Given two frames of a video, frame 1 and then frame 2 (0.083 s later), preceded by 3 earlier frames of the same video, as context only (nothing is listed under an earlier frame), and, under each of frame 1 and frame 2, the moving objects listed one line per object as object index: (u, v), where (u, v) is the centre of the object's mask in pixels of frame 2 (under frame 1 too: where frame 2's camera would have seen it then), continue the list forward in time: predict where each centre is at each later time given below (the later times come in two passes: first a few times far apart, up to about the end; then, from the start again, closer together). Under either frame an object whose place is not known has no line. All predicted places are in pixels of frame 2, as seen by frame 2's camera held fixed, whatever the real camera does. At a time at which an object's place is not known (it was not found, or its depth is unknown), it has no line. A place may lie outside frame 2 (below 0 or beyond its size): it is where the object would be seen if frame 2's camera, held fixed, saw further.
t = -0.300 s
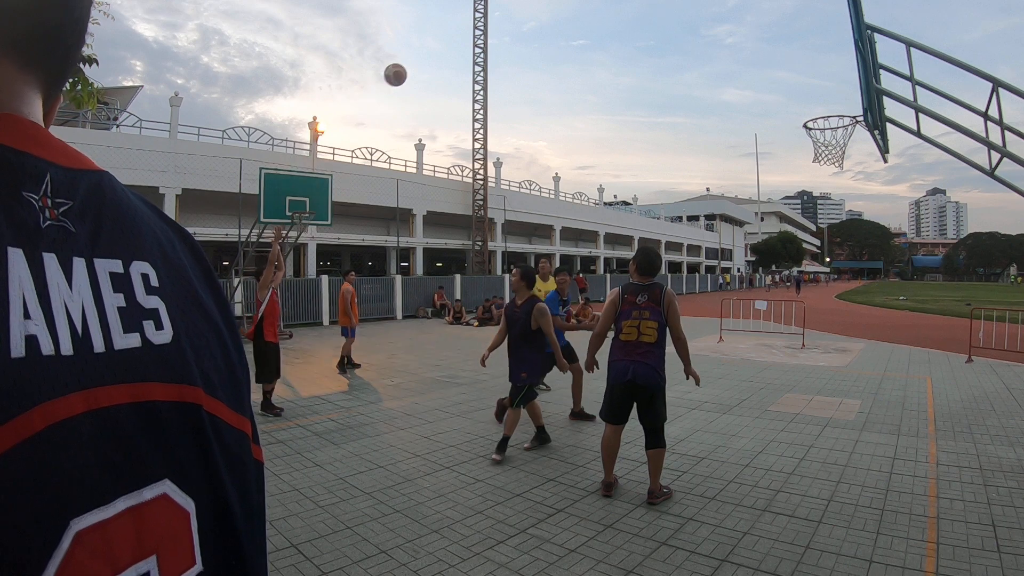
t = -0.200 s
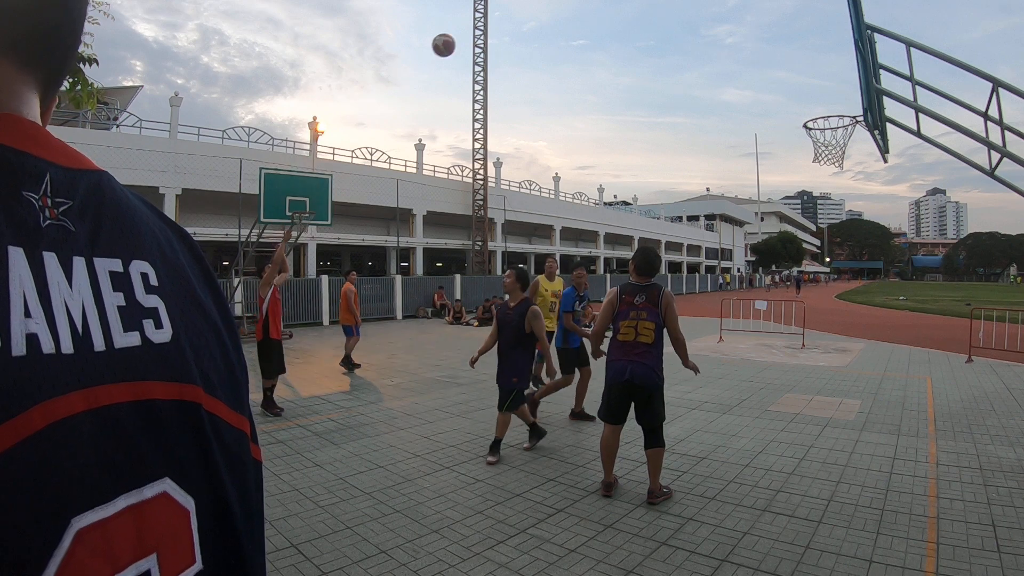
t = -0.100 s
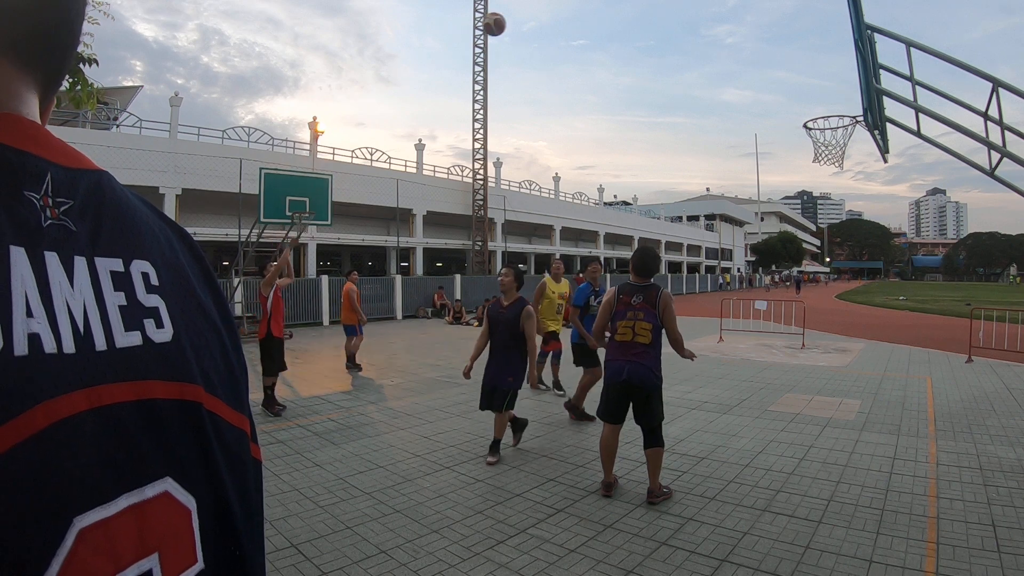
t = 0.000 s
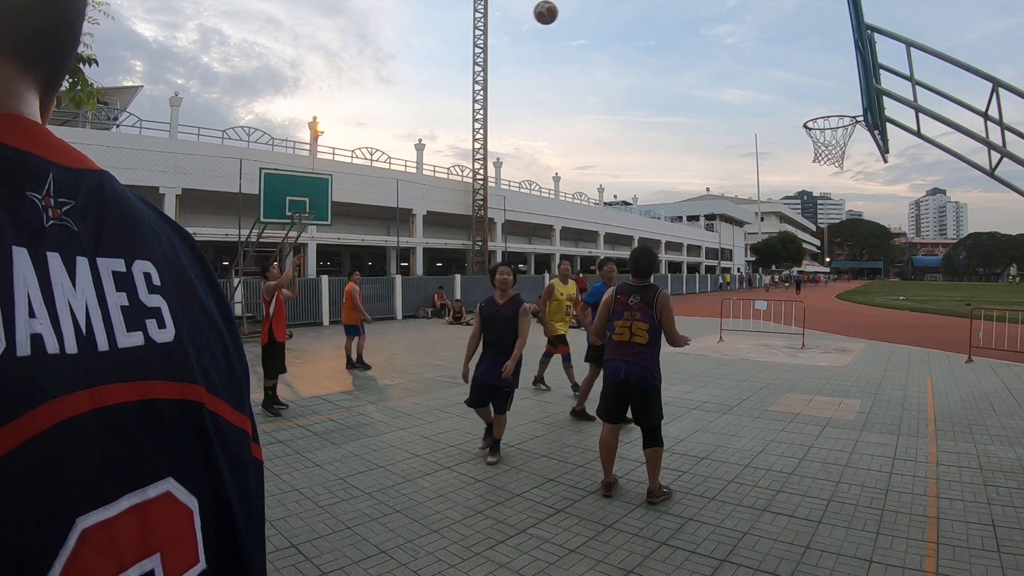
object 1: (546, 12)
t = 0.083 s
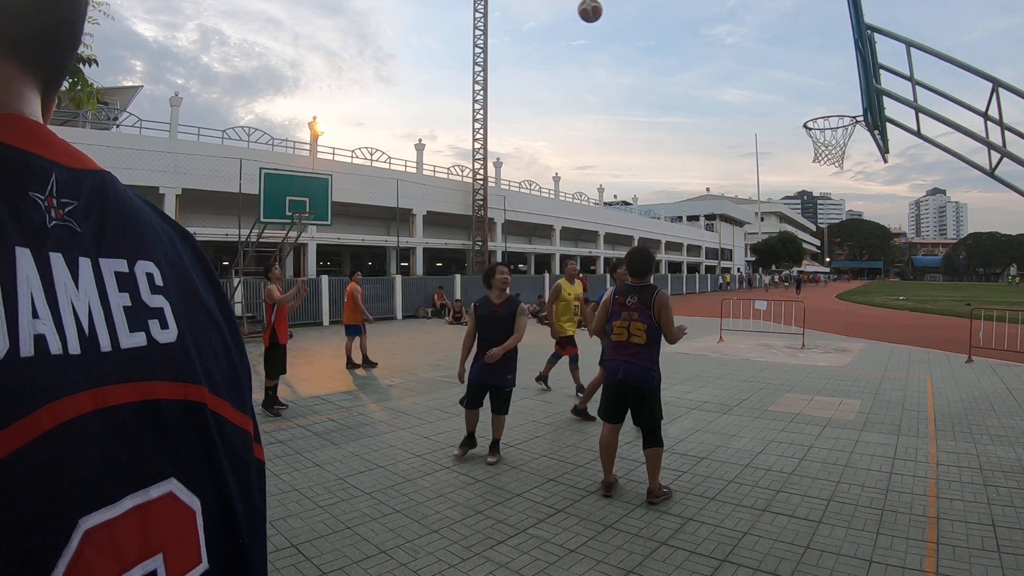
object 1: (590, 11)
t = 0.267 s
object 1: (692, 31)
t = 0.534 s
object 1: (842, 130)
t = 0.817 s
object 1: (805, 276)
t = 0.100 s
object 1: (599, 11)
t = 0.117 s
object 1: (608, 12)
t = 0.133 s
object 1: (617, 12)
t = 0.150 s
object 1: (626, 14)
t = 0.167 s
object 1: (636, 15)
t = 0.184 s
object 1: (645, 17)
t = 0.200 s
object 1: (654, 20)
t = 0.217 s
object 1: (664, 22)
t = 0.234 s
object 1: (673, 25)
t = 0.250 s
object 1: (683, 28)
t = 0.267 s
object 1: (692, 31)
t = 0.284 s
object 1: (702, 35)
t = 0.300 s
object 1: (711, 39)
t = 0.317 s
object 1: (721, 43)
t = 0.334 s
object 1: (730, 48)
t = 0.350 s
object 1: (740, 53)
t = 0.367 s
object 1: (750, 58)
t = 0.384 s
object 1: (759, 64)
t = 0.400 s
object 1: (769, 70)
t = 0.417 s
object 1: (779, 76)
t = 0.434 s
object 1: (788, 83)
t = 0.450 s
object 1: (798, 90)
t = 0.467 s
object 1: (807, 98)
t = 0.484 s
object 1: (817, 105)
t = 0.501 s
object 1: (826, 114)
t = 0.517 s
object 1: (836, 122)
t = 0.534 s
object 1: (842, 130)
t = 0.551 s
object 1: (841, 139)
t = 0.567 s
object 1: (840, 147)
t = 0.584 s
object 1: (838, 153)
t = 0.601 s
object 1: (836, 160)
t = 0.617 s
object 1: (833, 166)
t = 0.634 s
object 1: (831, 173)
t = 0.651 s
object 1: (829, 181)
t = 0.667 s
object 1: (827, 189)
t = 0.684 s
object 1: (825, 197)
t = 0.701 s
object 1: (823, 206)
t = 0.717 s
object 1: (820, 215)
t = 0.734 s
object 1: (818, 225)
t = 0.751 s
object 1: (816, 235)
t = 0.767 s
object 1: (813, 244)
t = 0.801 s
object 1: (808, 266)
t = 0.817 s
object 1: (805, 276)
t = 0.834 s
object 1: (802, 288)
